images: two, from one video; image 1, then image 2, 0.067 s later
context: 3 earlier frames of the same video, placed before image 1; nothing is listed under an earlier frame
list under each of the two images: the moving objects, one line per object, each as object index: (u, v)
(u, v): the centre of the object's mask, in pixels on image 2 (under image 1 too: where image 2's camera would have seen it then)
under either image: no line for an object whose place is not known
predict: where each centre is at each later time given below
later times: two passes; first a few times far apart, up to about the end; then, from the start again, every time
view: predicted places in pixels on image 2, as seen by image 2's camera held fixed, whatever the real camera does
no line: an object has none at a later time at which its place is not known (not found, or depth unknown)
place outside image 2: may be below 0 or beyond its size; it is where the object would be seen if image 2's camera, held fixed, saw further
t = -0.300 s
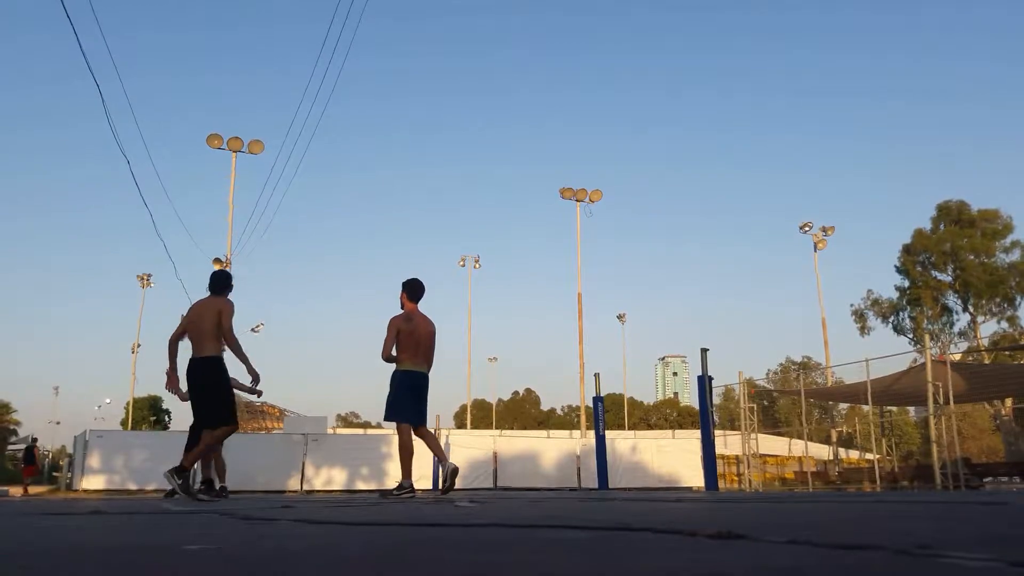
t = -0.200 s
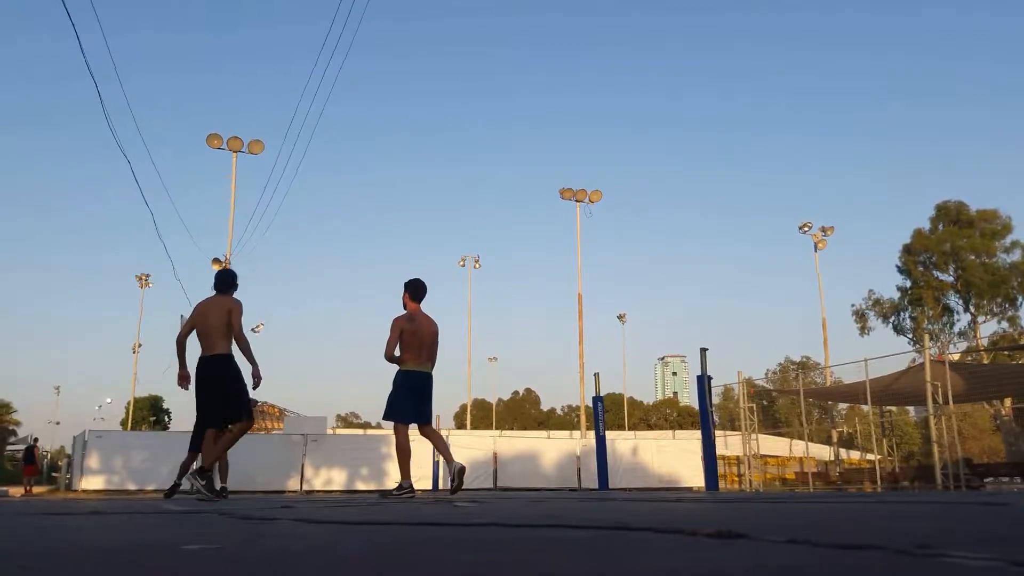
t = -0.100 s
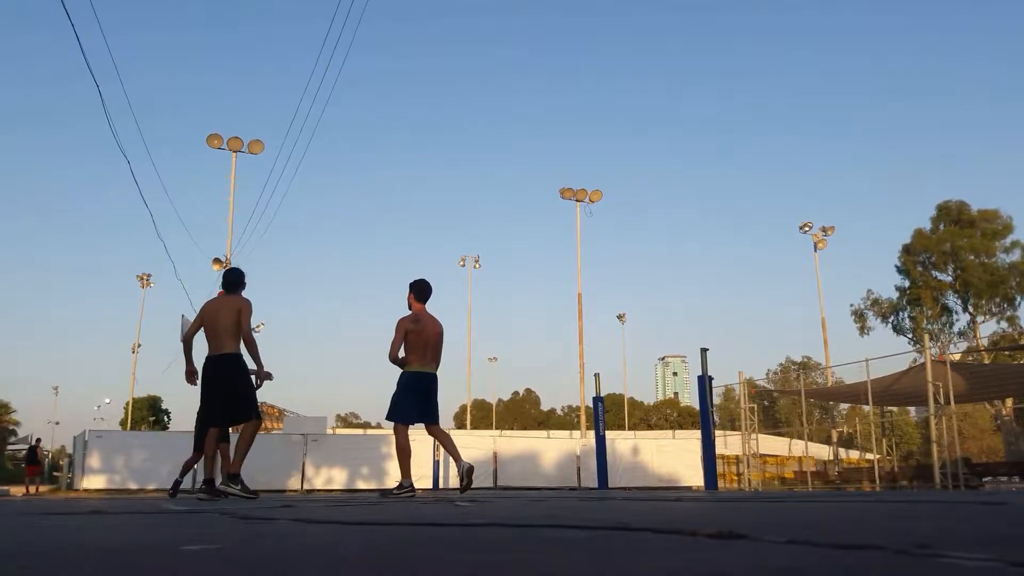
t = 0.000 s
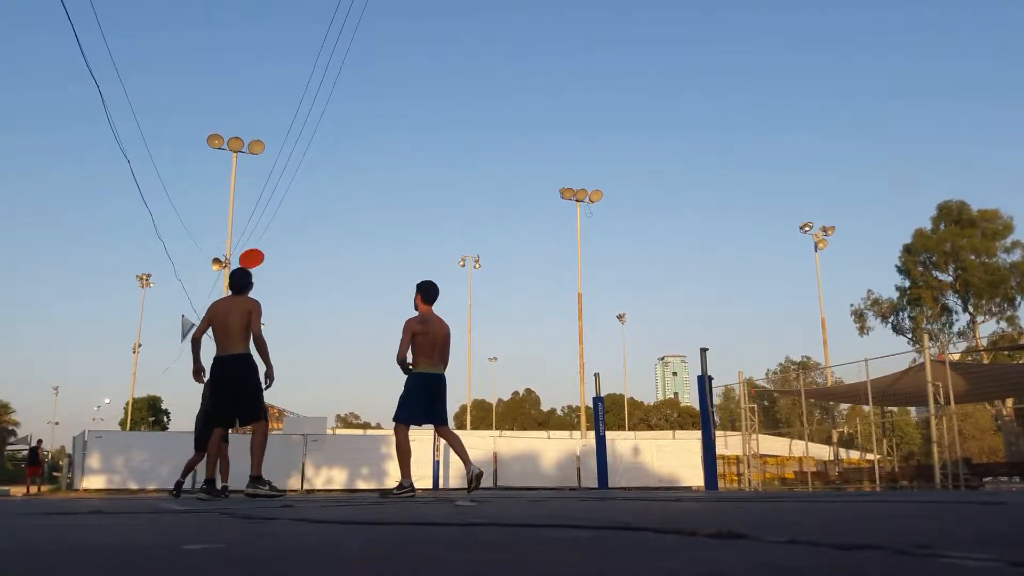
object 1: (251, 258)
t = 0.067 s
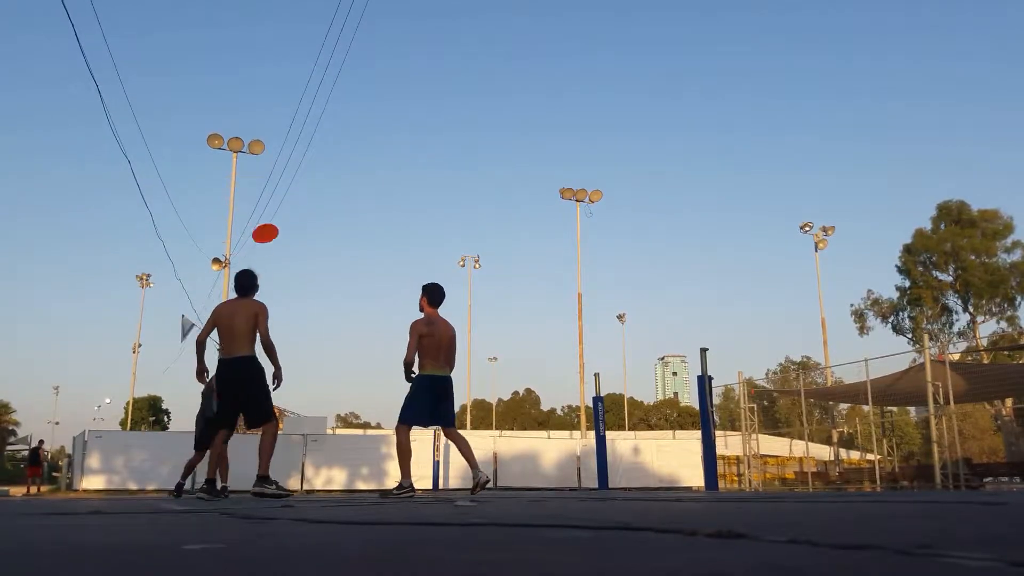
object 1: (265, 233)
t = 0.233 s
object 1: (299, 174)
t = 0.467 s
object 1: (346, 105)
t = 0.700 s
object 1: (390, 58)
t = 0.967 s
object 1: (440, 34)
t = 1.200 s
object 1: (484, 53)
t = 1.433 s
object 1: (526, 124)
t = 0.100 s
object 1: (272, 221)
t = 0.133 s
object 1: (280, 209)
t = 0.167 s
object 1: (285, 197)
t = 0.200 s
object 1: (293, 185)
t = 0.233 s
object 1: (299, 174)
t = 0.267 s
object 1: (307, 163)
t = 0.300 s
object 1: (313, 152)
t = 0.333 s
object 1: (319, 142)
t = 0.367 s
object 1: (326, 131)
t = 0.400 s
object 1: (332, 122)
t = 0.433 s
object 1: (339, 114)
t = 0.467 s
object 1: (346, 105)
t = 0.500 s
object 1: (352, 98)
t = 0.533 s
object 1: (359, 90)
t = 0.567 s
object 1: (364, 82)
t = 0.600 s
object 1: (371, 76)
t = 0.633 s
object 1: (378, 70)
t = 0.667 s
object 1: (384, 64)
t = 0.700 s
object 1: (390, 58)
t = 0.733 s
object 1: (397, 54)
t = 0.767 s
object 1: (403, 49)
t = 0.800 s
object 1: (409, 44)
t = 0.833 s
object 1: (415, 40)
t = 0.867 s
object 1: (421, 38)
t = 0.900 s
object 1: (428, 36)
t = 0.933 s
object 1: (434, 34)
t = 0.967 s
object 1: (440, 34)
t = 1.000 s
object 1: (446, 34)
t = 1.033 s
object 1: (453, 34)
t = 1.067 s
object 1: (459, 37)
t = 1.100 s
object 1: (466, 39)
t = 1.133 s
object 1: (471, 41)
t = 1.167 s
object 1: (478, 48)
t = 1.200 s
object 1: (484, 53)
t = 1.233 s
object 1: (491, 59)
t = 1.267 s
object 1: (497, 67)
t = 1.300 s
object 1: (503, 77)
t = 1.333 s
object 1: (509, 86)
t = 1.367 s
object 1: (515, 97)
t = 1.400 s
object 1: (521, 110)
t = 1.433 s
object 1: (526, 124)
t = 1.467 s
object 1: (531, 139)
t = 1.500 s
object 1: (537, 155)
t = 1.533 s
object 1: (542, 172)
